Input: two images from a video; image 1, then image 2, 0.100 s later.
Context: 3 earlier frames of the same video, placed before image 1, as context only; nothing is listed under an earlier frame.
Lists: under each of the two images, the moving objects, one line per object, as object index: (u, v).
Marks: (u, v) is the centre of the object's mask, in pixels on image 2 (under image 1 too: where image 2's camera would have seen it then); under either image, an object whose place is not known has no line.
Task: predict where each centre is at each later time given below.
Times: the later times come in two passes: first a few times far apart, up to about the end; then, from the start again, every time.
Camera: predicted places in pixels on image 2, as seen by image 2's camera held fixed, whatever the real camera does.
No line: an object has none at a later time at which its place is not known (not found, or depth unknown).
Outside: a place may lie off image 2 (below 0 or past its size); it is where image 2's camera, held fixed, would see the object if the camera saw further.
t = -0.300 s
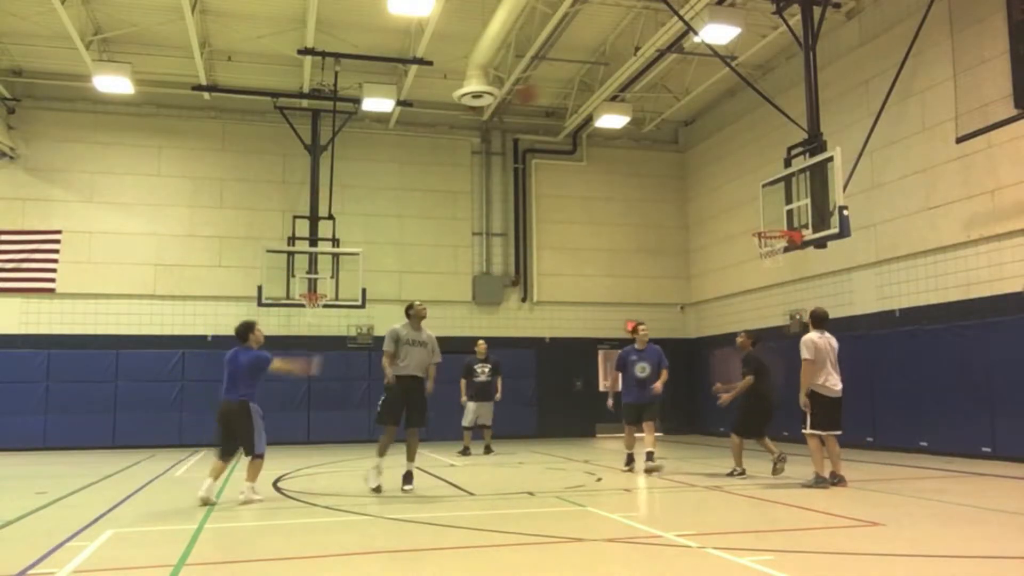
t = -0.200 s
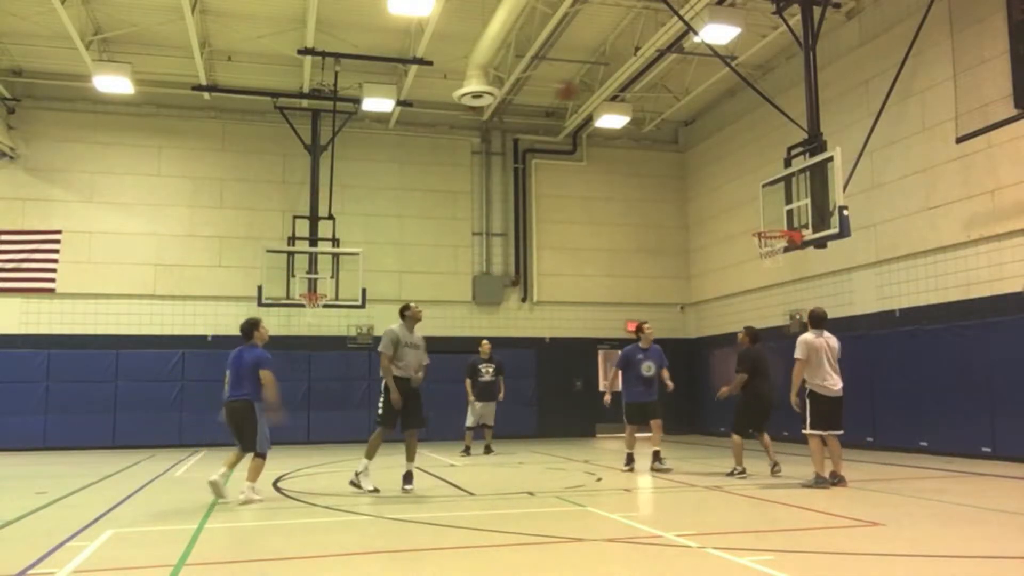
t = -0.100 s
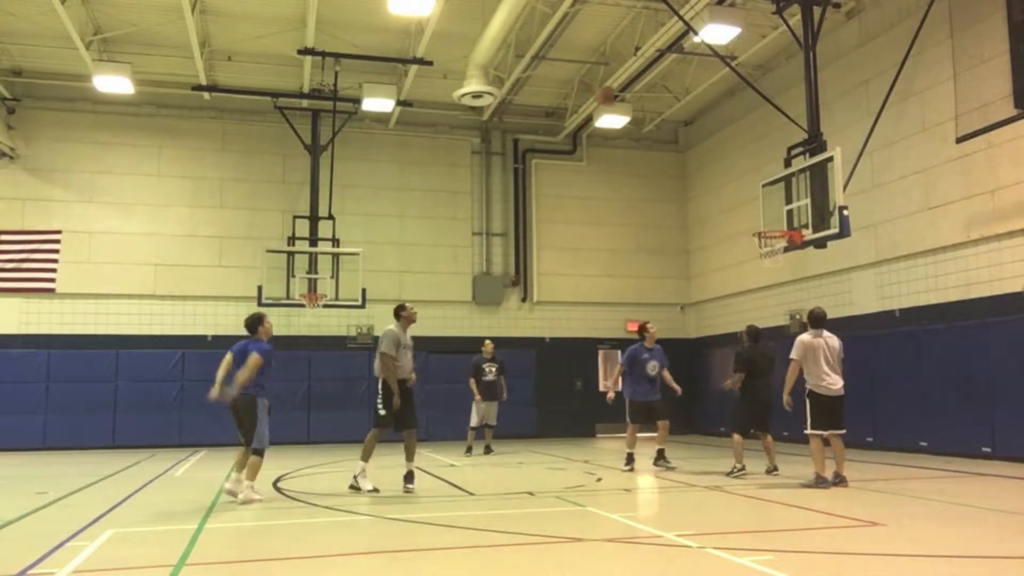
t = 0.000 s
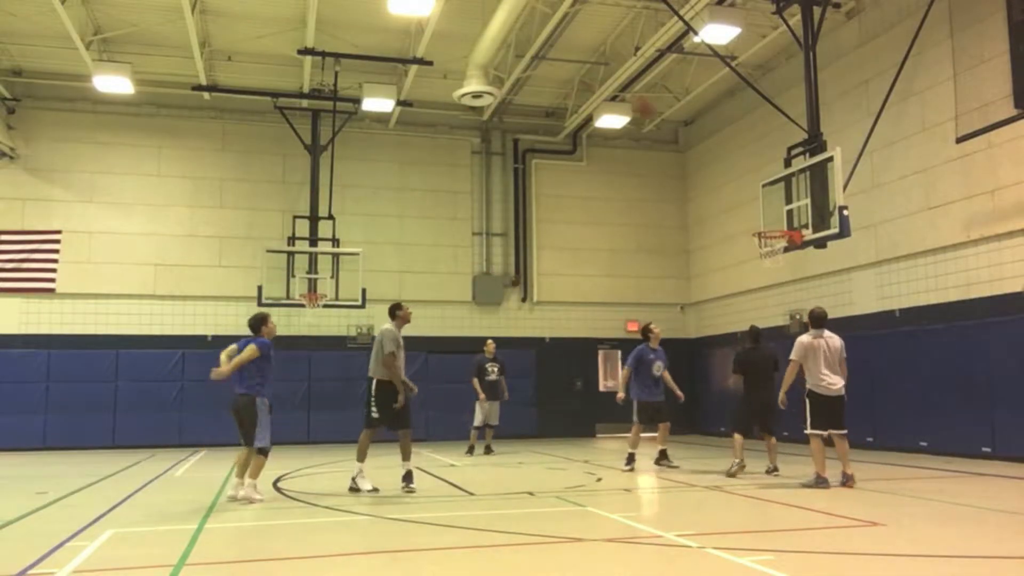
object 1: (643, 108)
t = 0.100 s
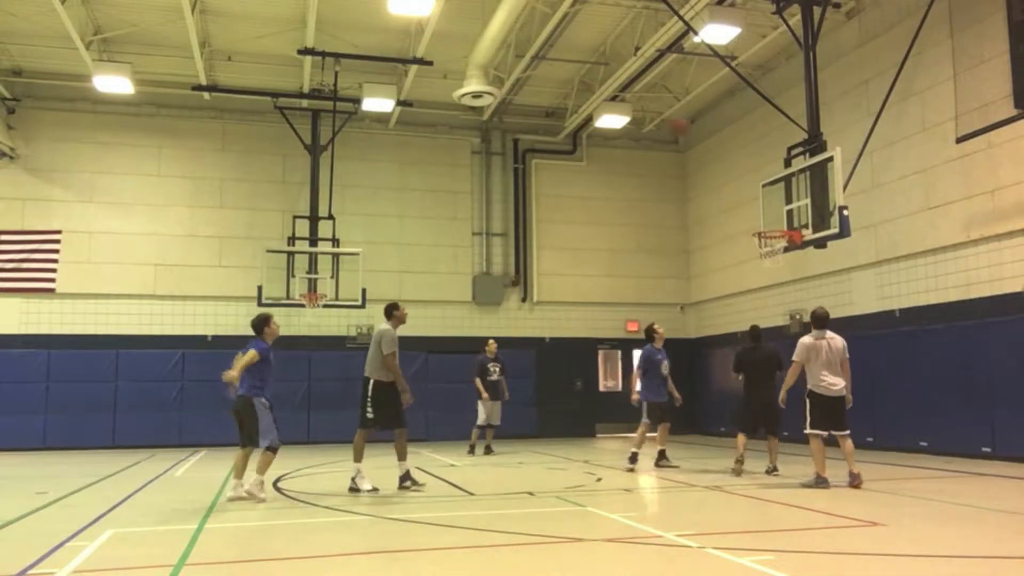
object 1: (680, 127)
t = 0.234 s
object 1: (722, 163)
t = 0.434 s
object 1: (778, 224)
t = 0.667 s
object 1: (706, 173)
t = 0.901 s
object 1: (632, 158)
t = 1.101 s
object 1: (568, 179)
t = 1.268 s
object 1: (516, 217)
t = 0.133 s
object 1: (690, 135)
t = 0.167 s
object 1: (701, 144)
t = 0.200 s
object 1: (713, 153)
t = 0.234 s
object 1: (722, 163)
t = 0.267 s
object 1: (735, 173)
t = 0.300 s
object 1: (745, 184)
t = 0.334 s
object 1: (756, 196)
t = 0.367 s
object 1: (765, 207)
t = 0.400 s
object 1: (775, 220)
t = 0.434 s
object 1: (778, 224)
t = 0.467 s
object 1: (767, 214)
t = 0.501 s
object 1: (758, 206)
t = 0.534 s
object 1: (747, 198)
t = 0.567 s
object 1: (737, 191)
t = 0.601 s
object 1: (727, 185)
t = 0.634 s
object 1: (717, 179)
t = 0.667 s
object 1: (706, 173)
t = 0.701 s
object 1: (696, 168)
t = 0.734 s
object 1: (685, 164)
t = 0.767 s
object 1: (674, 161)
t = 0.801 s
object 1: (663, 160)
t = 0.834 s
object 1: (653, 160)
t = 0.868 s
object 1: (643, 160)
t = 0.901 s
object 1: (632, 158)
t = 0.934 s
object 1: (621, 160)
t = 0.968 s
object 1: (610, 162)
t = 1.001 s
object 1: (599, 165)
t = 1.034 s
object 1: (589, 169)
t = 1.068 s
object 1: (579, 172)
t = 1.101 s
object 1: (568, 179)
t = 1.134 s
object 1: (558, 184)
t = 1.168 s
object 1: (548, 191)
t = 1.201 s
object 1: (538, 199)
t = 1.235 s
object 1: (527, 208)
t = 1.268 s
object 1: (516, 217)
